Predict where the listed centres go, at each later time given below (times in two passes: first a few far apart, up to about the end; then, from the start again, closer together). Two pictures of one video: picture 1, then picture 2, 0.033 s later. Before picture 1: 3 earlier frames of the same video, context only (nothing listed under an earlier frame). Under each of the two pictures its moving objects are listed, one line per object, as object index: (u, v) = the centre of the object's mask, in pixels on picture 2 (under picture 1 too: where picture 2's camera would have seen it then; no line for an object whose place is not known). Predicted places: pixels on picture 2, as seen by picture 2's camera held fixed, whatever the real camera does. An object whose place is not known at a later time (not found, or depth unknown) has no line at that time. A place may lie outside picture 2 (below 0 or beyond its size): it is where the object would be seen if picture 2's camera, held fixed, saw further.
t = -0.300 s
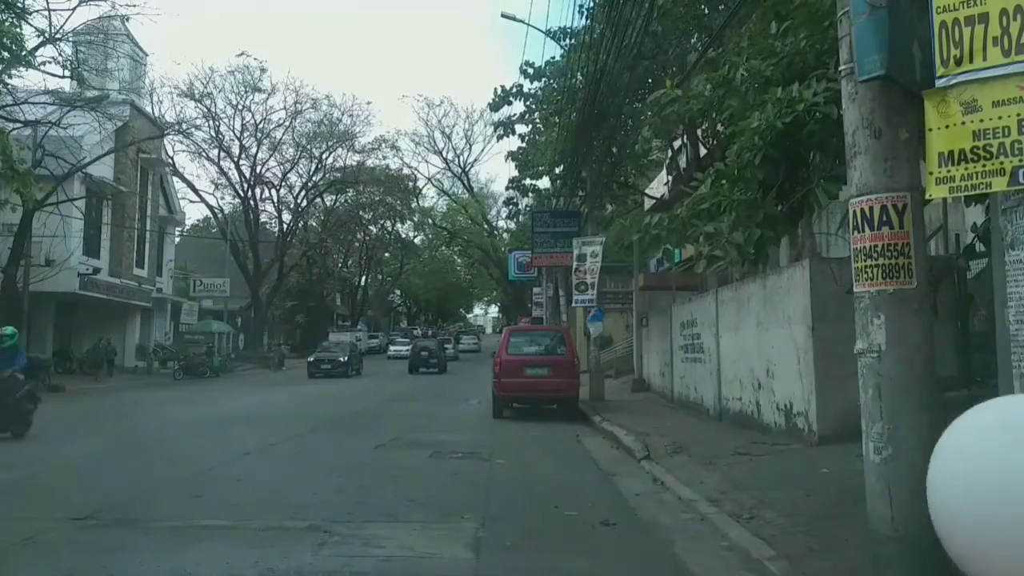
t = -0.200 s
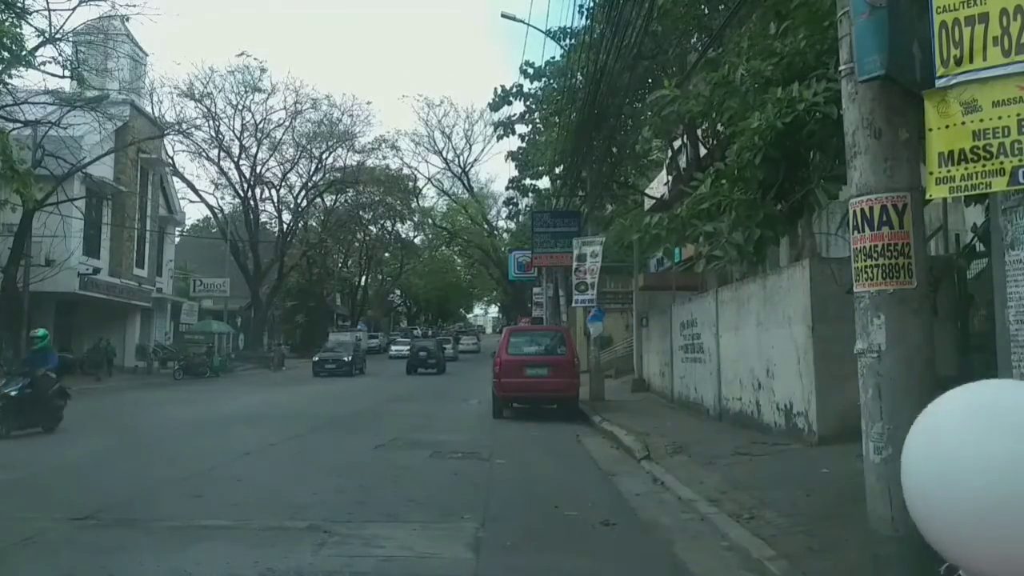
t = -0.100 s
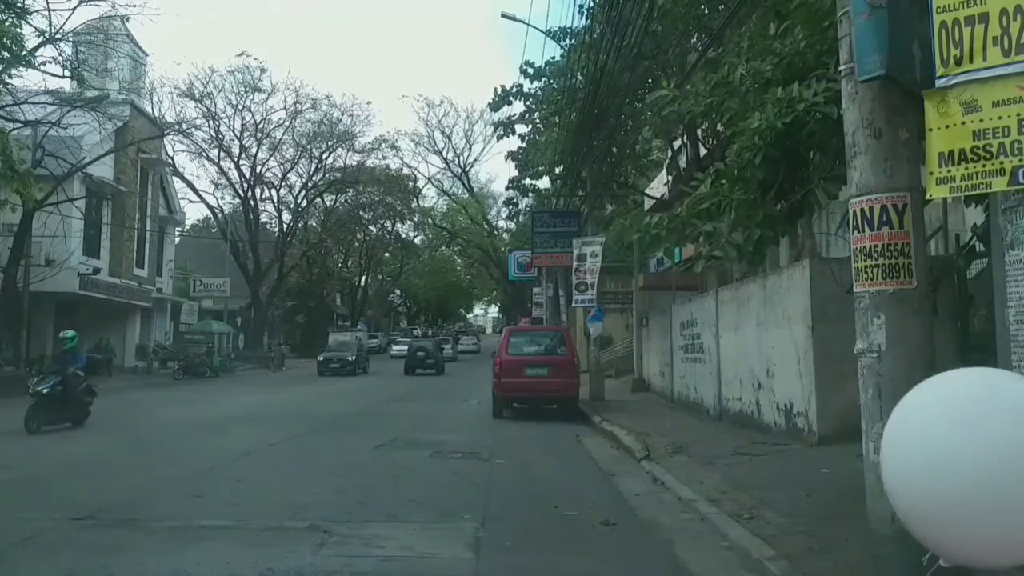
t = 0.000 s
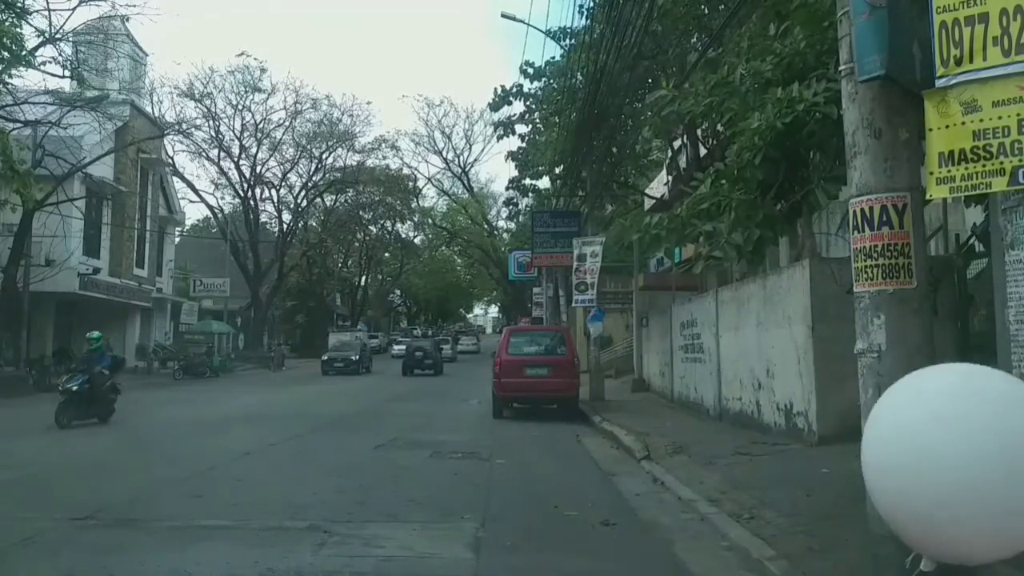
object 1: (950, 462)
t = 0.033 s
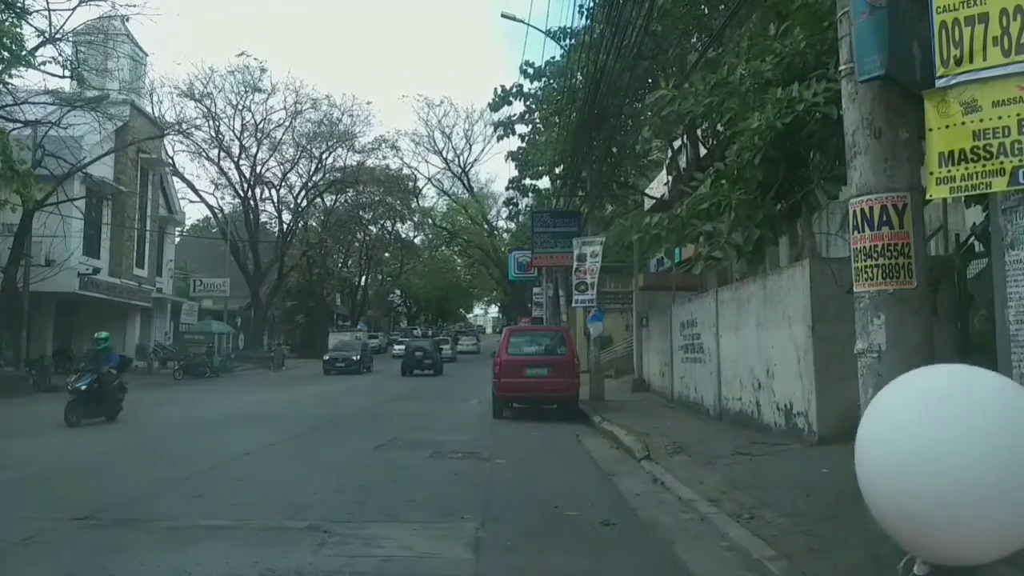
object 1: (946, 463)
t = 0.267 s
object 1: (913, 484)
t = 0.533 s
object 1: (892, 494)
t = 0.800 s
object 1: (894, 504)
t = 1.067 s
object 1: (909, 493)
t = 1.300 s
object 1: (918, 499)
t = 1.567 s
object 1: (876, 448)
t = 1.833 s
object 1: (821, 405)
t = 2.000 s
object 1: (802, 390)
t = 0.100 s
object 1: (938, 469)
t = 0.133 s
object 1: (933, 472)
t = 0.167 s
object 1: (928, 476)
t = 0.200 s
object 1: (923, 479)
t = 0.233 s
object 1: (918, 481)
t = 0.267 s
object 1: (913, 484)
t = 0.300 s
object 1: (908, 486)
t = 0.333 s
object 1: (904, 488)
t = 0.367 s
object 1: (901, 489)
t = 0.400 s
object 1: (898, 490)
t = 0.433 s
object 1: (896, 491)
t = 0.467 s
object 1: (894, 492)
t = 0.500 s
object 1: (893, 493)
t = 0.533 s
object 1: (892, 494)
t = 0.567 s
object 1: (891, 495)
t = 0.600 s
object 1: (891, 496)
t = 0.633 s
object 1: (892, 496)
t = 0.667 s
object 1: (892, 497)
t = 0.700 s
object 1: (892, 499)
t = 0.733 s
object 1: (893, 500)
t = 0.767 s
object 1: (894, 502)
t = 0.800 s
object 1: (894, 504)
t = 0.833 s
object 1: (895, 500)
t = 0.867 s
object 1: (896, 497)
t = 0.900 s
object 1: (898, 494)
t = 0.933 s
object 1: (900, 492)
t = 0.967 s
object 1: (902, 491)
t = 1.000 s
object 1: (904, 491)
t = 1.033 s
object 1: (907, 492)
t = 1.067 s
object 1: (909, 493)
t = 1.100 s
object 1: (912, 494)
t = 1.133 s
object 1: (914, 497)
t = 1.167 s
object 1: (916, 499)
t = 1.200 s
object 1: (917, 502)
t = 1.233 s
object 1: (918, 504)
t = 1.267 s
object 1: (918, 502)
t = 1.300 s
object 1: (918, 499)
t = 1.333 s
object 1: (917, 496)
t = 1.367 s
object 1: (914, 492)
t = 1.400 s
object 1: (910, 487)
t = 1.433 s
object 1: (904, 482)
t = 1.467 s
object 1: (898, 476)
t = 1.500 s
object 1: (891, 467)
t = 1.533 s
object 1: (883, 457)
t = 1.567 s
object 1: (876, 448)
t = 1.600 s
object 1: (868, 440)
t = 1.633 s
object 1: (860, 432)
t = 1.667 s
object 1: (852, 426)
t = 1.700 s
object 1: (845, 421)
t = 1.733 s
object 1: (838, 415)
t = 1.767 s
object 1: (832, 412)
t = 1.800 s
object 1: (826, 408)
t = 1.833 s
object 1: (821, 405)
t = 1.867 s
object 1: (816, 402)
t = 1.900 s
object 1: (812, 399)
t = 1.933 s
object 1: (808, 396)
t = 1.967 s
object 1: (805, 393)
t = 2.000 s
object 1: (802, 390)
